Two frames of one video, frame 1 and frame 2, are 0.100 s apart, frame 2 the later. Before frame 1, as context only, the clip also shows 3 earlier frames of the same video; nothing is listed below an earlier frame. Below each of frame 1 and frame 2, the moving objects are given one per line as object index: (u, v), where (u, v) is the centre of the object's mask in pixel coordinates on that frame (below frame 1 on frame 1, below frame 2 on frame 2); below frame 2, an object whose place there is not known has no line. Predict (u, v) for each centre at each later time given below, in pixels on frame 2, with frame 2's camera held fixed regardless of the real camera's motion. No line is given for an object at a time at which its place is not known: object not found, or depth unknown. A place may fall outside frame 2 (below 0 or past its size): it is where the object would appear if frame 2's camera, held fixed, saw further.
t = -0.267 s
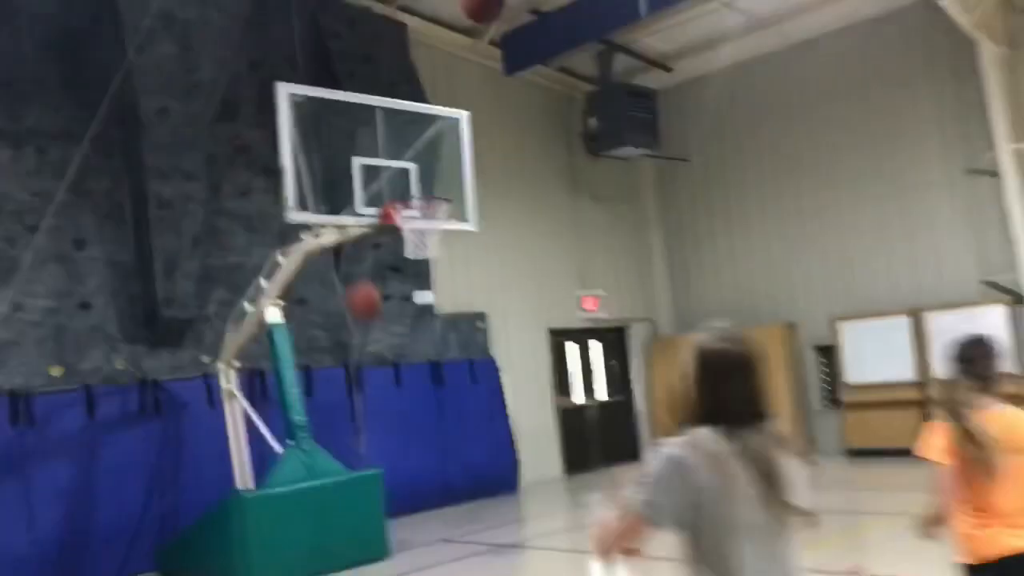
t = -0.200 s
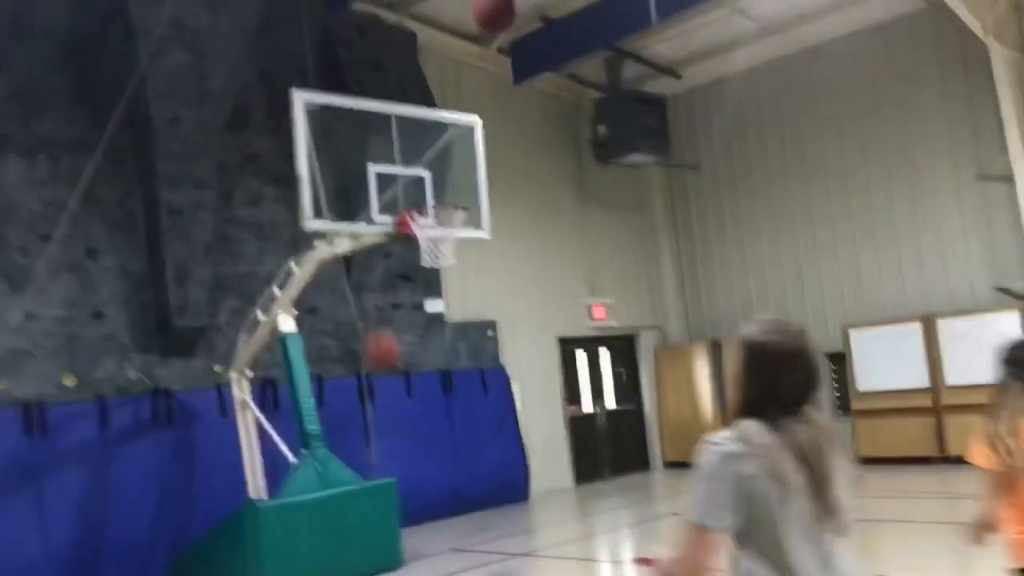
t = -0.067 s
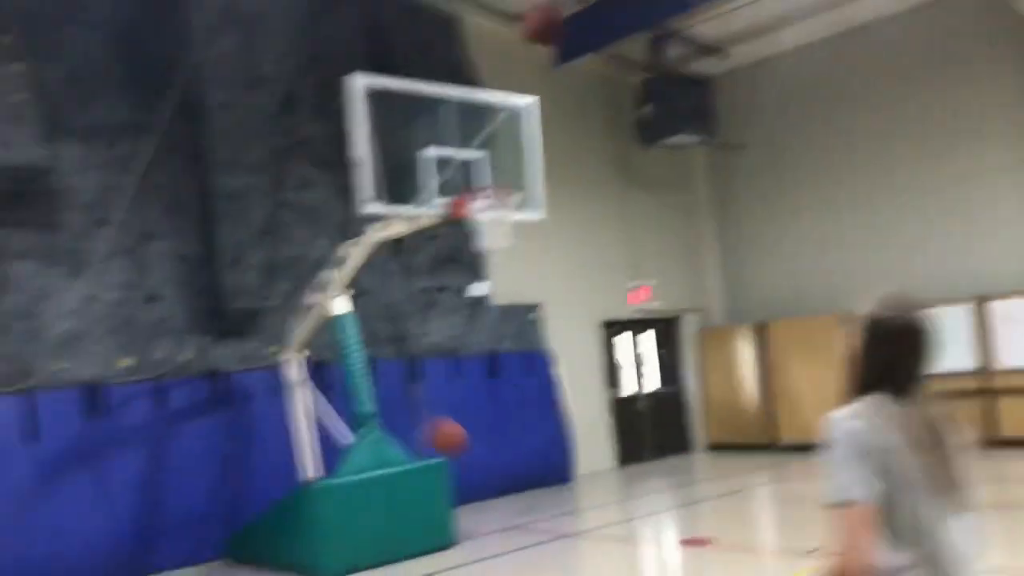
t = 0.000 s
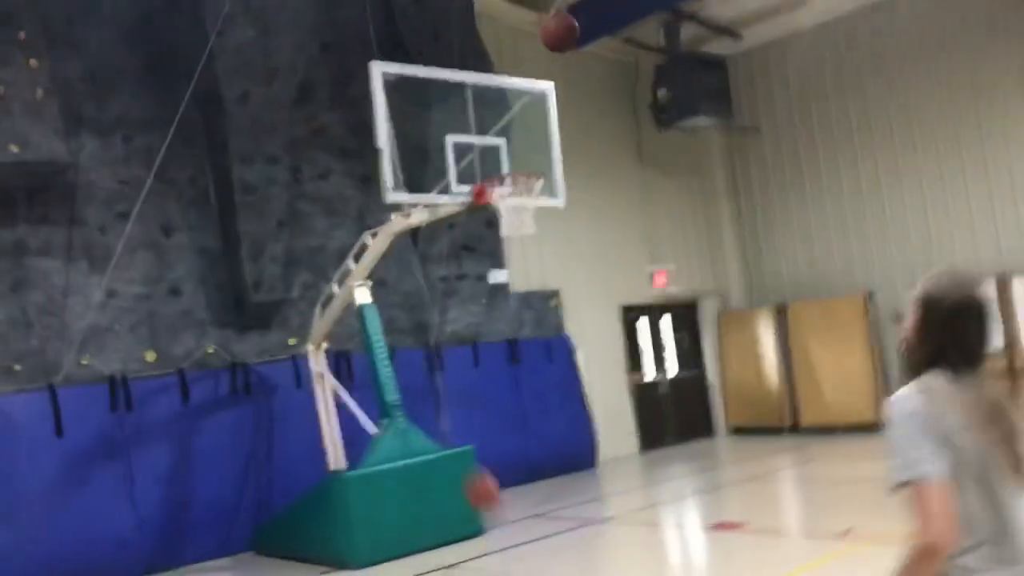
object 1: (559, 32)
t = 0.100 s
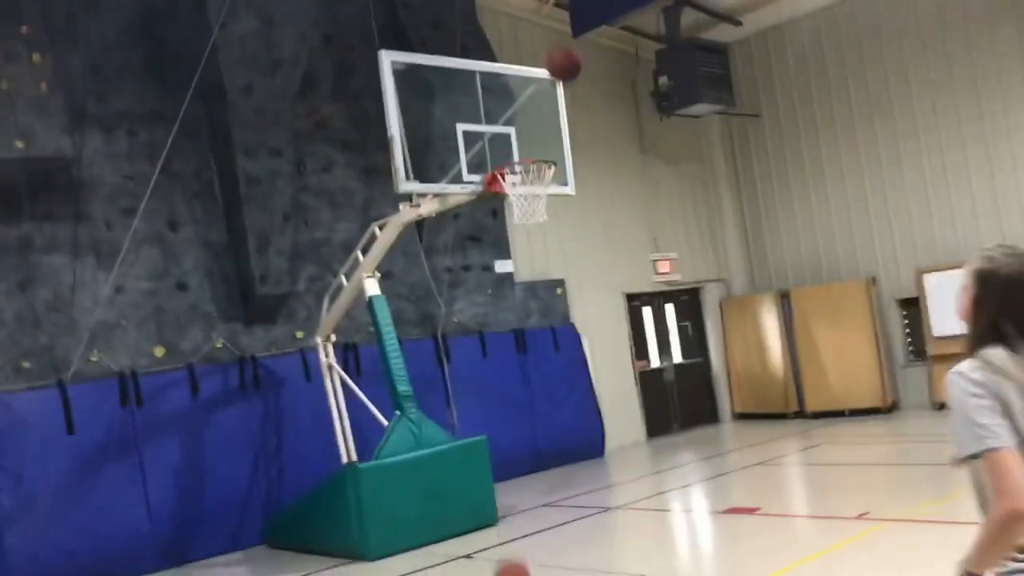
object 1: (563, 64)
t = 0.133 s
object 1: (564, 81)
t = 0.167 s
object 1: (564, 99)
